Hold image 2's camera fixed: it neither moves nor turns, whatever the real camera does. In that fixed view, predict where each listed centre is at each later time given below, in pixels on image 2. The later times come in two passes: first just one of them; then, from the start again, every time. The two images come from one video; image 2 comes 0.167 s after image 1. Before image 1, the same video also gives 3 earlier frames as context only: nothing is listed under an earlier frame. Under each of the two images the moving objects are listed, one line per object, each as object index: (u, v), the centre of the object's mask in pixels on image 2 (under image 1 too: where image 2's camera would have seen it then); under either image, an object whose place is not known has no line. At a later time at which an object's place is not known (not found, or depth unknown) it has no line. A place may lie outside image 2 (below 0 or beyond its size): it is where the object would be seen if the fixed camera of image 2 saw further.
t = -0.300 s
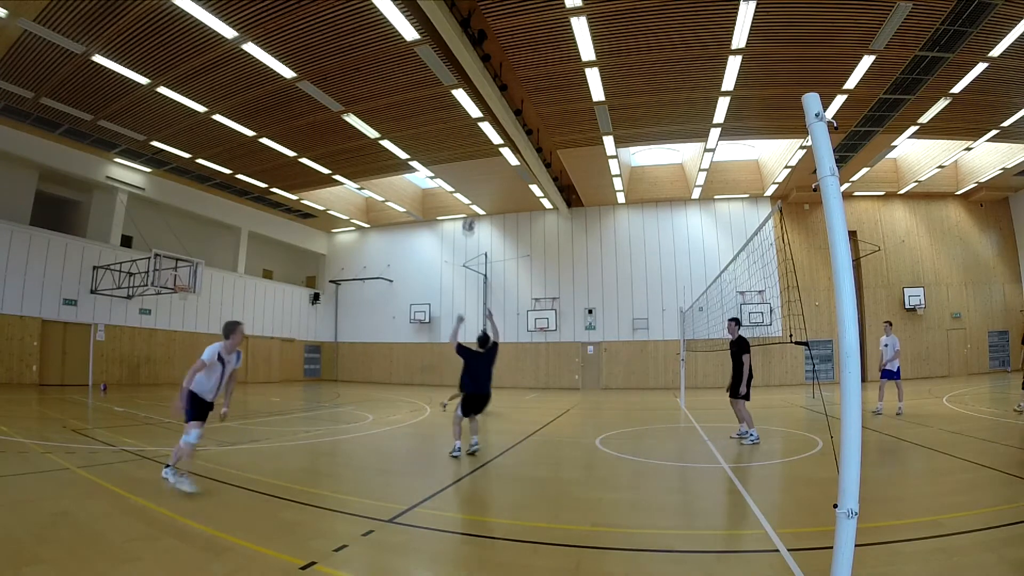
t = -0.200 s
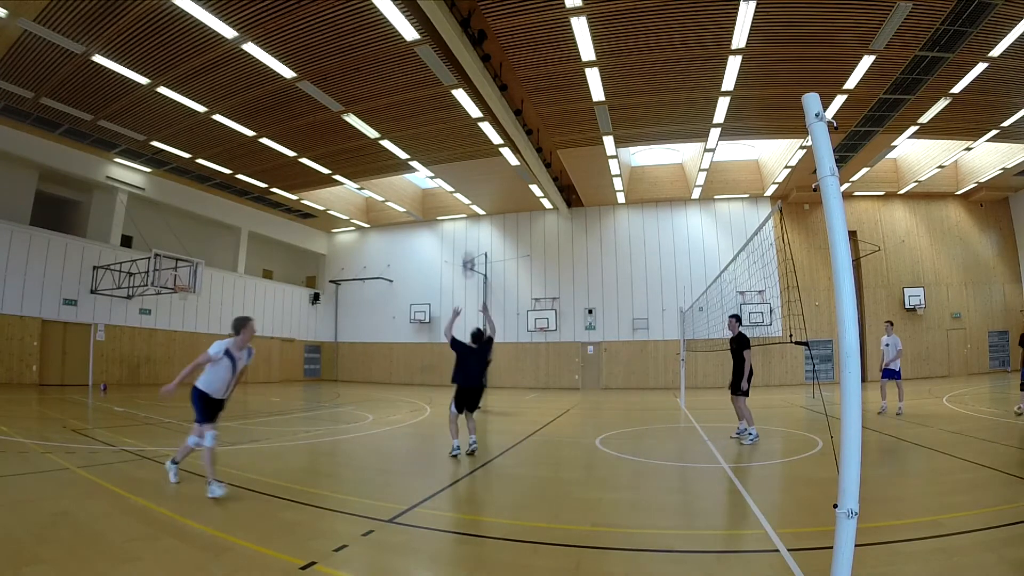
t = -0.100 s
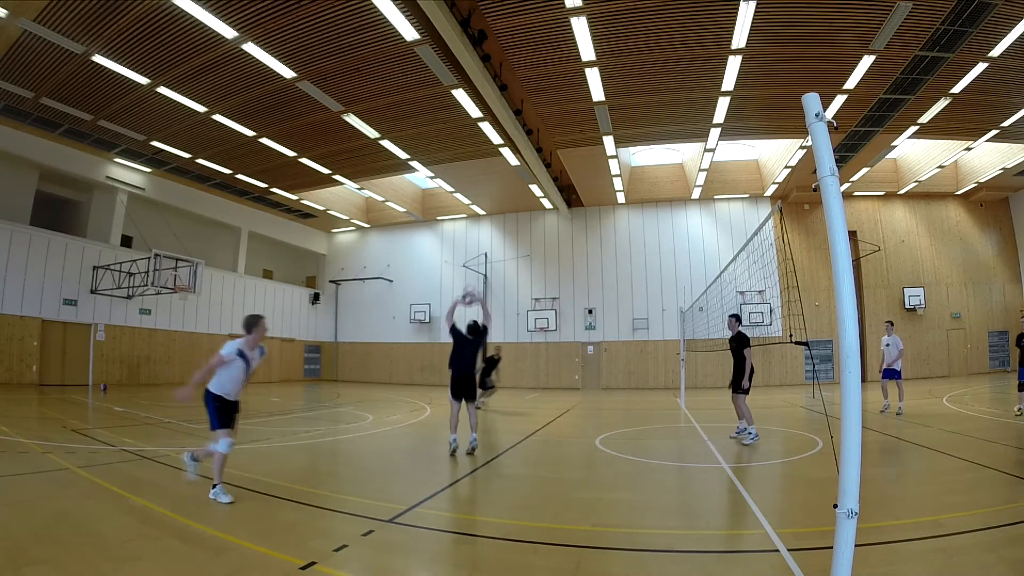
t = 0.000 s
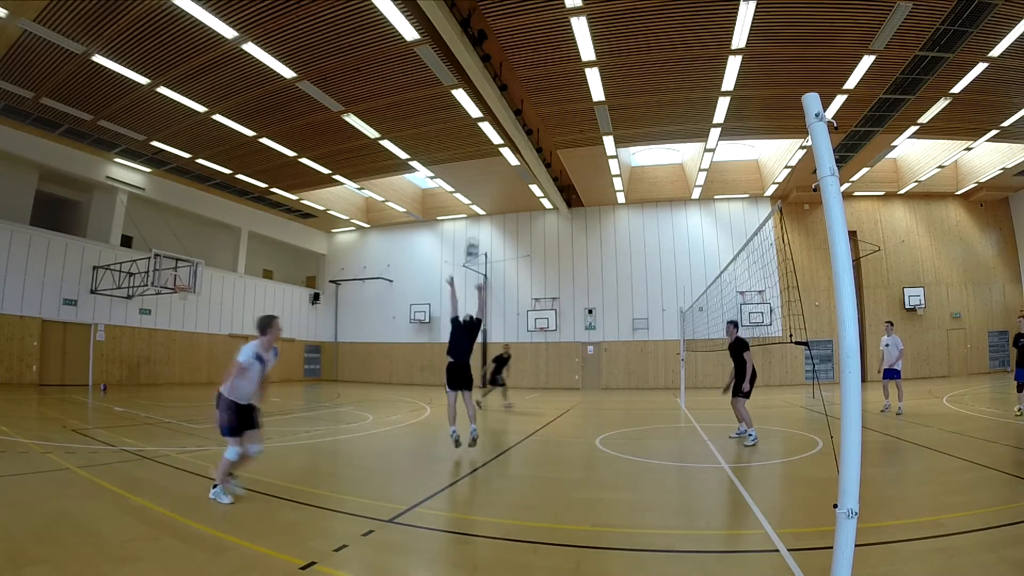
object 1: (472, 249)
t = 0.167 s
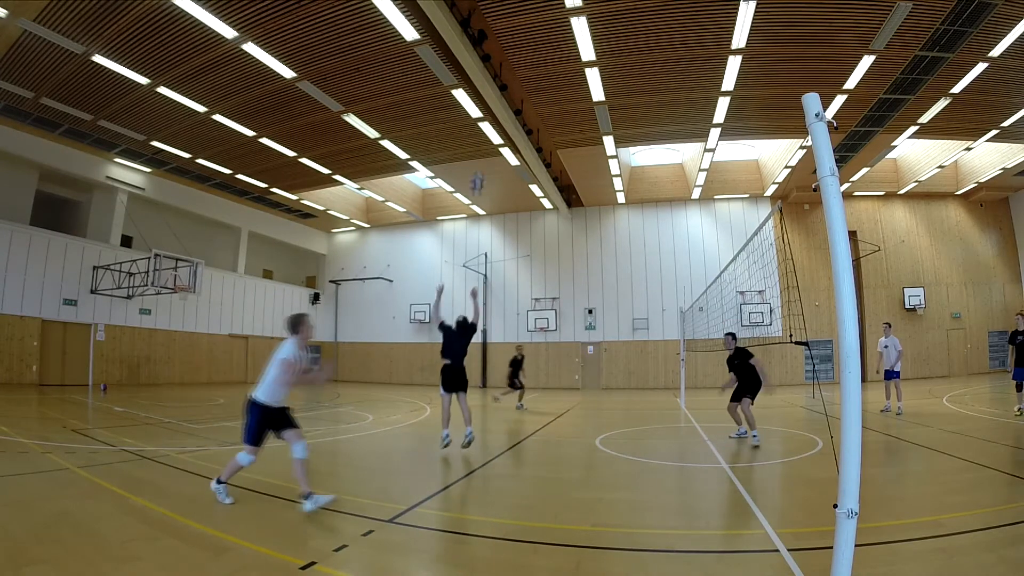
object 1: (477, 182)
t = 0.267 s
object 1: (480, 152)
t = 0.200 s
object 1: (478, 172)
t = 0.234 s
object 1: (479, 161)
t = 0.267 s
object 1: (480, 152)
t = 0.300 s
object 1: (480, 143)
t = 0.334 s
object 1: (482, 134)
